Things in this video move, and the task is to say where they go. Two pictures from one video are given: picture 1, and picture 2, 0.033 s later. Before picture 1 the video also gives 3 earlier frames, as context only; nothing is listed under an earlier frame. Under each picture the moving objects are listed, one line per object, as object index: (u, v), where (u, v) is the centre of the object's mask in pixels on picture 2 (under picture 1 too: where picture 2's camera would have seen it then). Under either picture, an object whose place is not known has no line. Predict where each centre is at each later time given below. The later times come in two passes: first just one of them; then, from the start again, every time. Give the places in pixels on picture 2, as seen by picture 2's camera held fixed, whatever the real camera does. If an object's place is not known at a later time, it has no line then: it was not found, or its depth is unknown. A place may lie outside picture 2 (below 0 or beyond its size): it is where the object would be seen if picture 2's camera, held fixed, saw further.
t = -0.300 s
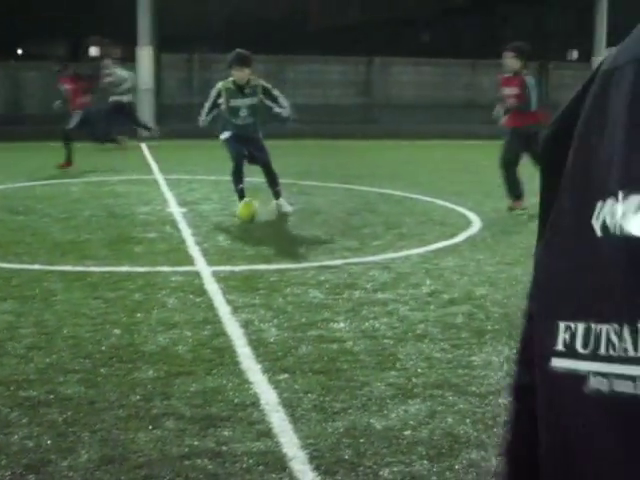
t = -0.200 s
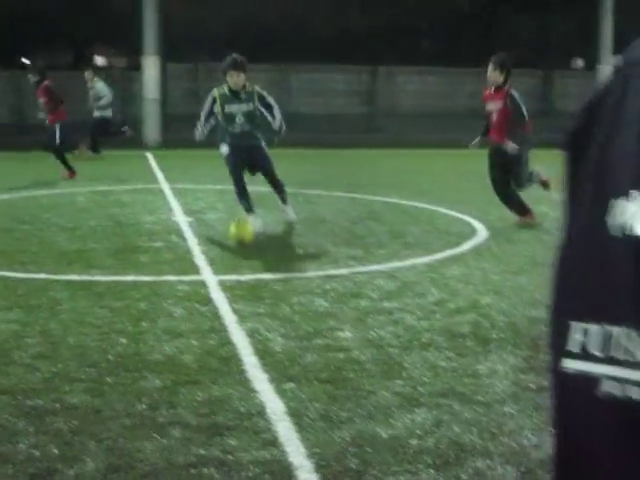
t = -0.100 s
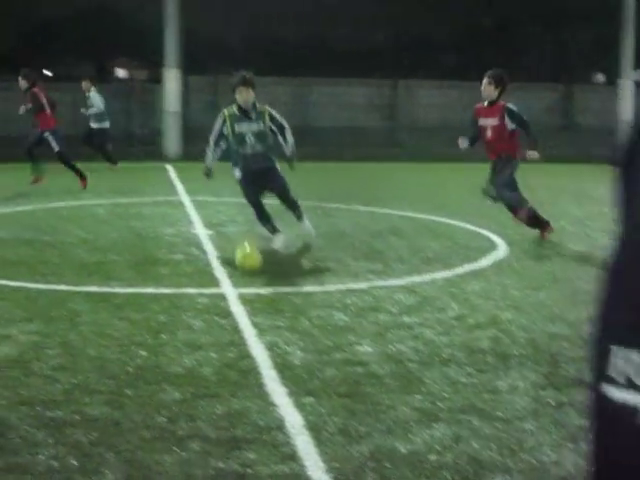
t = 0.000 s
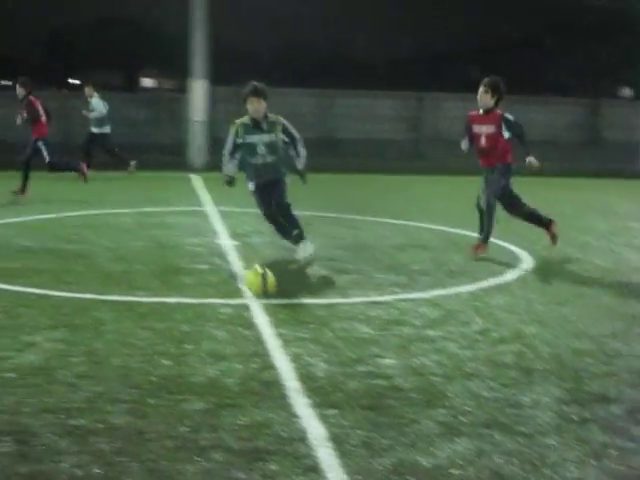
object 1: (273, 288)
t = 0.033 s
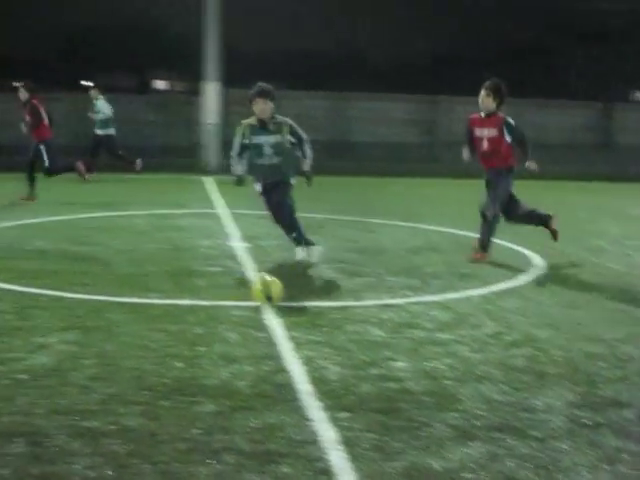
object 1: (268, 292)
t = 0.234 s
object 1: (239, 320)
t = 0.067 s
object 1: (263, 293)
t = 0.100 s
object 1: (258, 299)
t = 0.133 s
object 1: (253, 304)
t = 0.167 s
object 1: (249, 310)
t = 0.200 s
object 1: (244, 314)
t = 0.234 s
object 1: (239, 320)
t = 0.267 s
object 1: (234, 326)
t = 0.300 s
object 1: (228, 331)
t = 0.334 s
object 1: (223, 337)
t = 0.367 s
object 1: (218, 344)
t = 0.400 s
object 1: (211, 349)
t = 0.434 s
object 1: (203, 357)
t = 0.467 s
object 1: (196, 366)
